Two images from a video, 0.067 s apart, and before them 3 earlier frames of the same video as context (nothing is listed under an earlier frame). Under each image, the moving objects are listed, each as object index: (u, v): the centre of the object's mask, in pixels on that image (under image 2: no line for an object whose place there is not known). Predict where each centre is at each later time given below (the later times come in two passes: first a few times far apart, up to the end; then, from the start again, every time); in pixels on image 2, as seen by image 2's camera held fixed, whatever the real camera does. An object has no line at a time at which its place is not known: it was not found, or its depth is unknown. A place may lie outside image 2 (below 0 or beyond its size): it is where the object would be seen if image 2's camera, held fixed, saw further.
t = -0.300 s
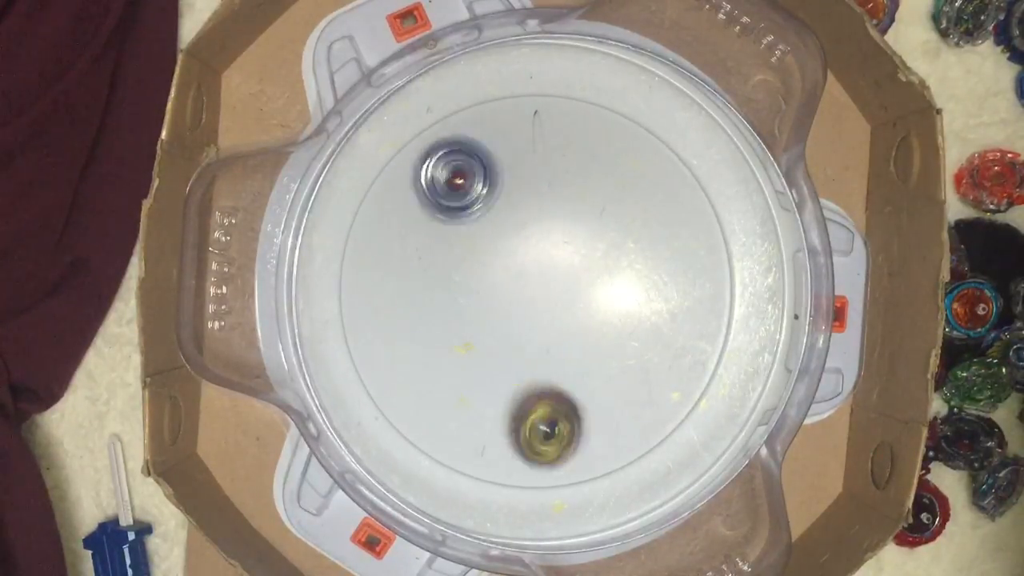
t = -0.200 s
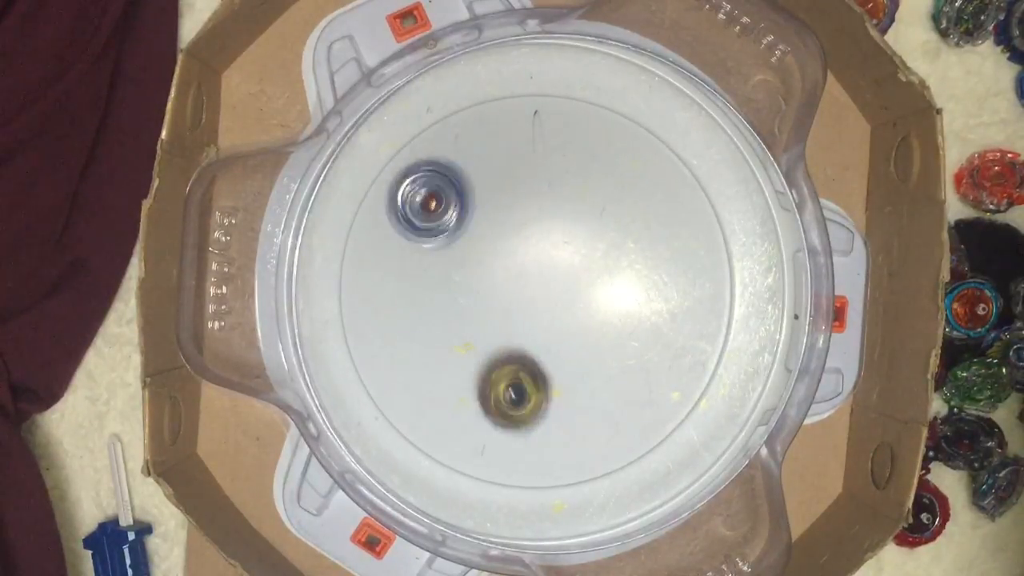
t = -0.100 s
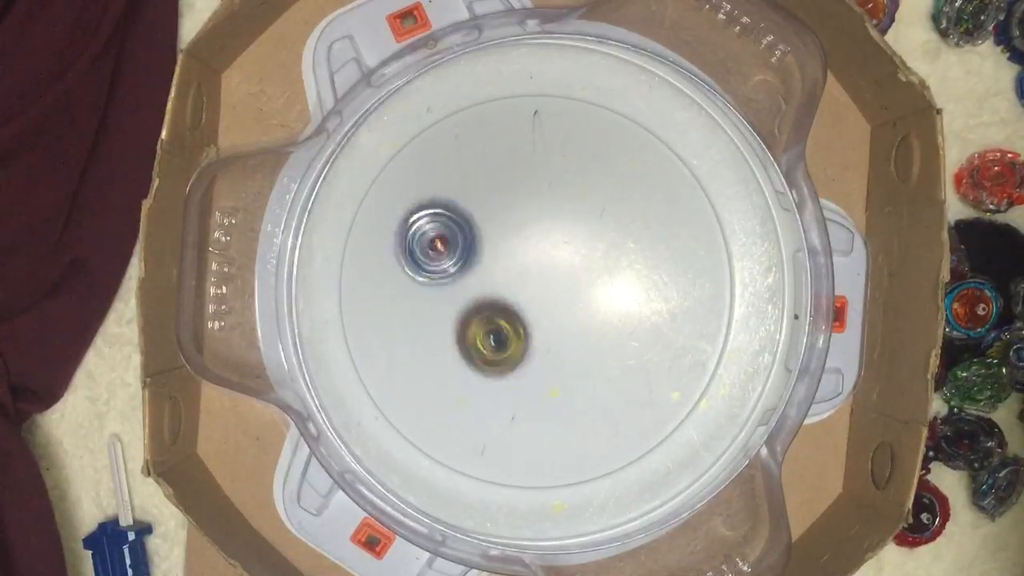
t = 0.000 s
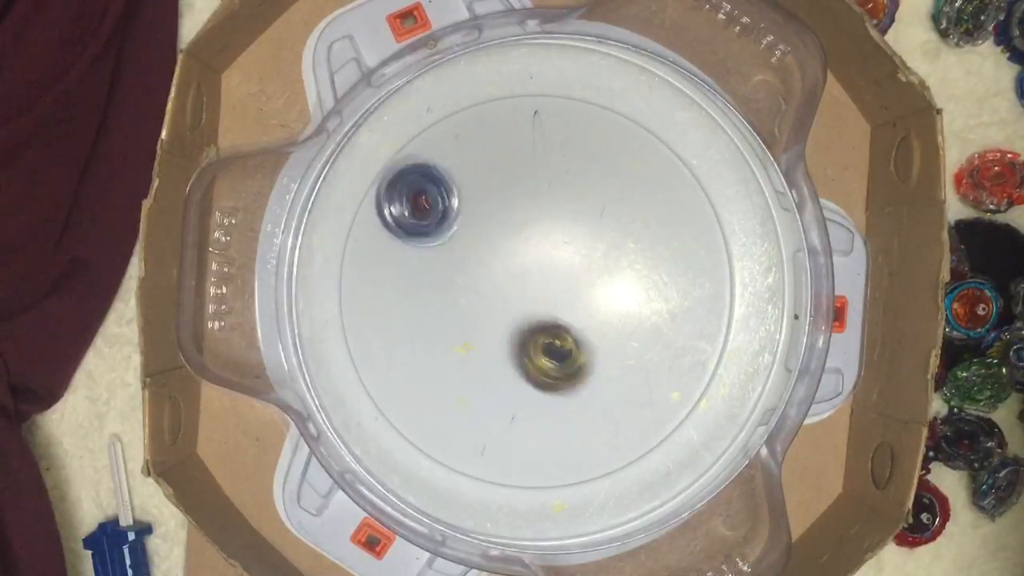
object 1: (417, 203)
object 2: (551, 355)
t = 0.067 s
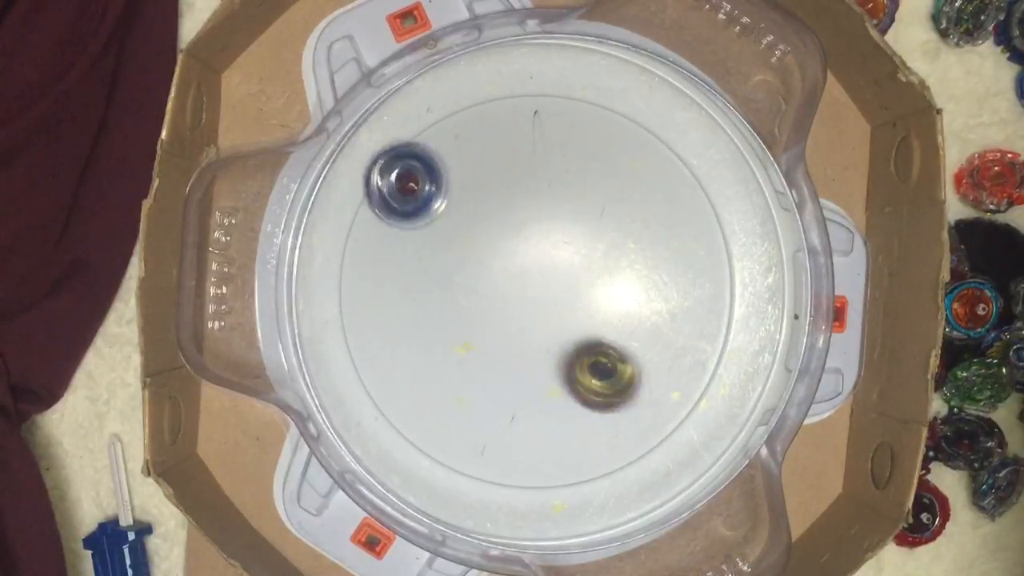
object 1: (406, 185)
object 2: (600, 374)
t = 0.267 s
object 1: (433, 203)
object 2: (665, 359)
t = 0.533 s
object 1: (520, 237)
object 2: (587, 253)
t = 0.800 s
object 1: (511, 333)
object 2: (585, 162)
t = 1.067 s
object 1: (538, 401)
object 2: (501, 240)
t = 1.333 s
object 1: (554, 327)
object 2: (429, 342)
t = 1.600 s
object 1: (543, 236)
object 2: (485, 311)
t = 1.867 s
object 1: (512, 191)
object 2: (588, 253)
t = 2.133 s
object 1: (510, 263)
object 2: (598, 259)
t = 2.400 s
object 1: (492, 337)
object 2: (586, 304)
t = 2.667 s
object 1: (516, 363)
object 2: (565, 287)
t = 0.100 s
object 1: (400, 177)
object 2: (618, 378)
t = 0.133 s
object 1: (401, 176)
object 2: (636, 379)
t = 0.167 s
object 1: (407, 188)
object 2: (648, 378)
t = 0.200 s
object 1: (414, 198)
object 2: (658, 374)
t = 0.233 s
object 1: (423, 202)
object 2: (662, 368)
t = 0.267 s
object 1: (433, 203)
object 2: (665, 359)
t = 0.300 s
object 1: (445, 204)
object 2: (664, 350)
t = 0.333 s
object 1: (457, 205)
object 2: (660, 338)
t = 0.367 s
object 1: (469, 209)
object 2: (653, 326)
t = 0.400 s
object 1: (481, 213)
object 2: (644, 314)
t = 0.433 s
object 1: (492, 217)
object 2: (631, 297)
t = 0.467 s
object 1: (504, 224)
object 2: (616, 284)
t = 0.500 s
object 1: (515, 231)
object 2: (599, 268)
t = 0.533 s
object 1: (520, 237)
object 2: (587, 253)
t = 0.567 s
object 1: (514, 246)
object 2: (590, 236)
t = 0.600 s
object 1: (511, 257)
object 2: (593, 219)
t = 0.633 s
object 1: (511, 269)
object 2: (596, 204)
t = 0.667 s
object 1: (511, 284)
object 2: (598, 191)
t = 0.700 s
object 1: (510, 295)
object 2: (598, 178)
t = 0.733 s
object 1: (511, 309)
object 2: (595, 170)
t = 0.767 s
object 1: (511, 322)
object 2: (592, 163)
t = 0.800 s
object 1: (511, 333)
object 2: (585, 162)
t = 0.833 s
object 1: (512, 345)
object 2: (578, 161)
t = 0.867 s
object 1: (514, 356)
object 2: (570, 165)
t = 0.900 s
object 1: (516, 367)
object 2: (560, 171)
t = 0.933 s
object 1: (519, 378)
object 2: (550, 181)
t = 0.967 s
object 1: (522, 387)
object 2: (538, 192)
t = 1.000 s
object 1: (527, 395)
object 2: (526, 207)
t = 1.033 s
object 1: (533, 399)
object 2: (514, 222)
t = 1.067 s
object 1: (538, 401)
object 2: (501, 240)
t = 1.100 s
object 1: (544, 396)
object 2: (488, 259)
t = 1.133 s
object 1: (549, 390)
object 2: (476, 276)
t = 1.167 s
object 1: (552, 381)
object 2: (463, 293)
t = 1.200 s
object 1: (555, 372)
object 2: (454, 308)
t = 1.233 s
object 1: (556, 361)
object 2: (444, 321)
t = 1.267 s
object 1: (556, 348)
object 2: (436, 330)
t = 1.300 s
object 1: (555, 339)
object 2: (433, 337)
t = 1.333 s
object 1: (554, 327)
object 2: (429, 342)
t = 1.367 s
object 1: (553, 315)
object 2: (428, 345)
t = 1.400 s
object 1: (551, 303)
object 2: (432, 345)
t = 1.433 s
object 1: (549, 292)
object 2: (438, 343)
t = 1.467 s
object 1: (548, 281)
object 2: (445, 337)
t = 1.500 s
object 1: (547, 268)
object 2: (453, 334)
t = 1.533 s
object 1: (544, 258)
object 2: (462, 326)
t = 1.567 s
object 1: (543, 246)
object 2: (475, 320)
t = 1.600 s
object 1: (543, 236)
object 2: (485, 311)
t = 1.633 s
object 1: (541, 225)
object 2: (503, 304)
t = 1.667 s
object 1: (538, 216)
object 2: (517, 297)
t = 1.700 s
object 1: (537, 207)
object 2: (533, 289)
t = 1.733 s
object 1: (532, 199)
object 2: (547, 282)
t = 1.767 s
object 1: (528, 192)
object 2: (561, 275)
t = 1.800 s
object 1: (523, 188)
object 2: (572, 267)
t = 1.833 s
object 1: (517, 188)
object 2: (581, 261)
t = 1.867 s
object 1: (512, 191)
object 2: (588, 253)
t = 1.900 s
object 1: (508, 195)
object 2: (592, 252)
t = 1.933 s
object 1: (508, 204)
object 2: (598, 249)
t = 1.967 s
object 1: (505, 213)
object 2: (603, 246)
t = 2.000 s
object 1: (507, 223)
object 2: (603, 246)
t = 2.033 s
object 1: (509, 234)
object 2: (604, 249)
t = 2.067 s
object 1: (510, 244)
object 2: (602, 250)
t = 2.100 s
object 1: (514, 255)
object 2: (596, 253)
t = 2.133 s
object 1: (510, 263)
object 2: (598, 259)
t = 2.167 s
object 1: (508, 271)
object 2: (603, 265)
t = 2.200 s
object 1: (505, 280)
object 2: (605, 272)
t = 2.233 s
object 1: (502, 291)
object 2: (605, 279)
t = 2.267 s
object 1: (498, 300)
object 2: (603, 286)
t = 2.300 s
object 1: (497, 309)
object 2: (599, 292)
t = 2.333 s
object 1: (495, 319)
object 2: (595, 299)
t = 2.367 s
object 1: (492, 328)
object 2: (591, 303)
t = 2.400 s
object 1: (492, 337)
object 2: (586, 304)
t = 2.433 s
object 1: (493, 346)
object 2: (580, 303)
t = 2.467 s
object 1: (495, 354)
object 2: (575, 301)
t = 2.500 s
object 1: (499, 360)
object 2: (571, 299)
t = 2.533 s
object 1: (504, 364)
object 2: (567, 296)
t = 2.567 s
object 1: (510, 365)
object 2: (564, 294)
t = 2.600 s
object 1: (514, 364)
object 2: (563, 293)
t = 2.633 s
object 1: (516, 365)
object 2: (564, 289)
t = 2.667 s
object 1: (516, 363)
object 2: (565, 287)
